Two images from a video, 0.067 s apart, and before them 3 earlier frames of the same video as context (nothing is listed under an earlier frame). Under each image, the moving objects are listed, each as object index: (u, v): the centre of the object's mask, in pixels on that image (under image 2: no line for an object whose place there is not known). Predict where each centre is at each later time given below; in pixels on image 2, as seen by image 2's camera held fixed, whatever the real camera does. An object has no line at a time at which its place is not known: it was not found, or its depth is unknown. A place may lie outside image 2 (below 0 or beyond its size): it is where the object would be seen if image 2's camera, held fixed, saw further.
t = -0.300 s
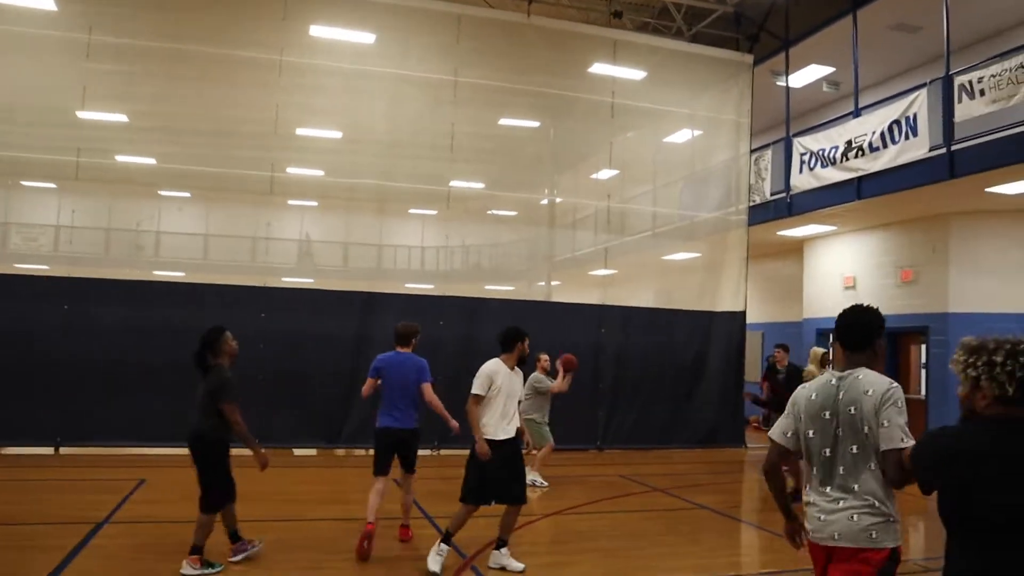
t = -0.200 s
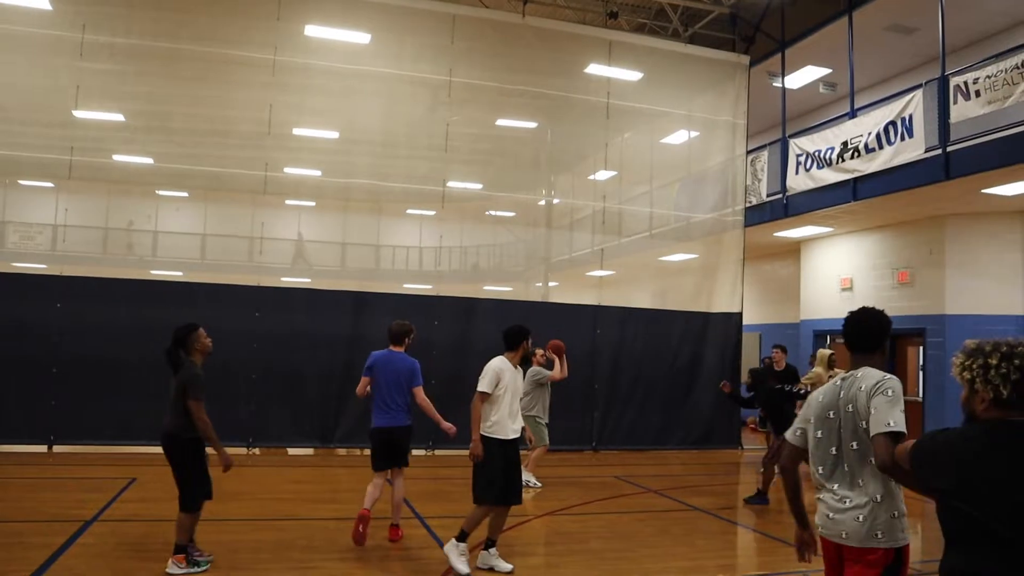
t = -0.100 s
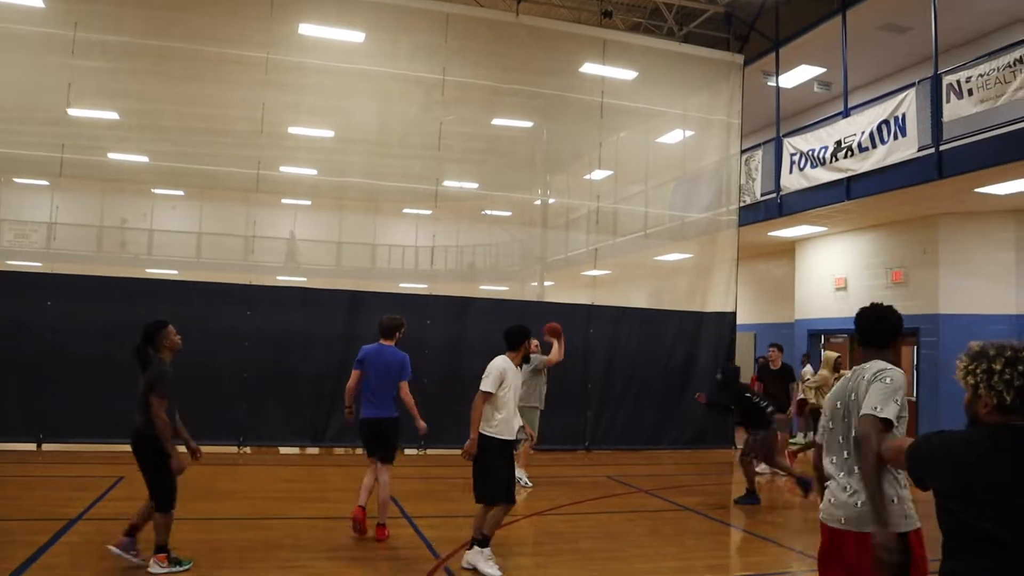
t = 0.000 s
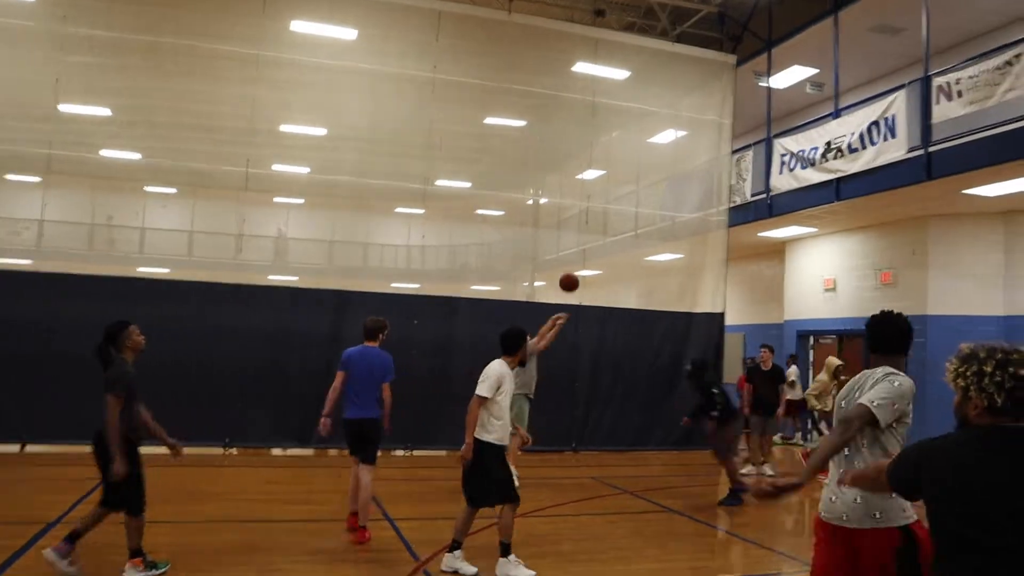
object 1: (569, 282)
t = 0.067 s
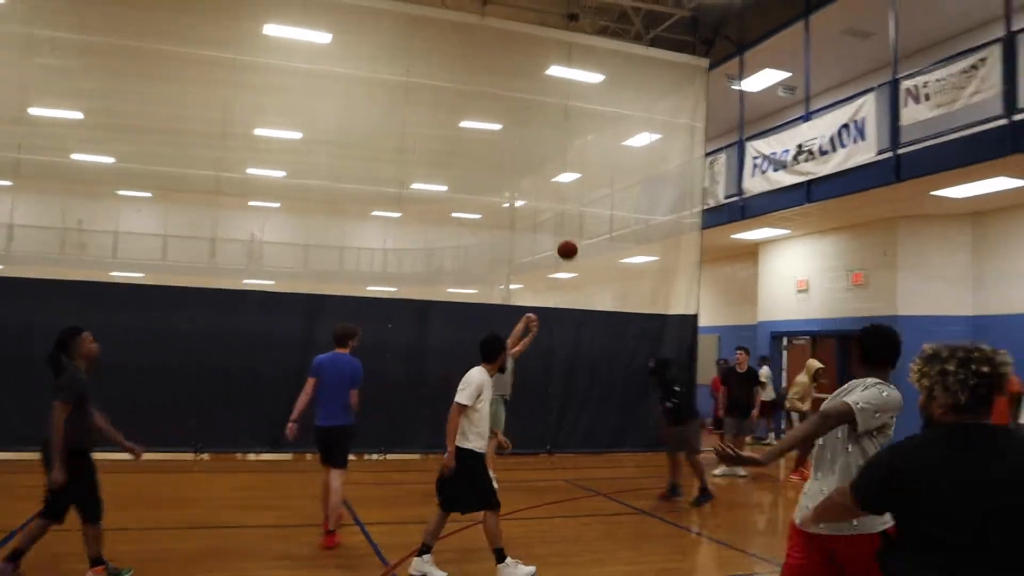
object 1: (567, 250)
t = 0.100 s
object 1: (578, 232)
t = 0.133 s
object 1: (589, 216)
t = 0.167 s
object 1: (600, 199)
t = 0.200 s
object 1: (611, 184)
